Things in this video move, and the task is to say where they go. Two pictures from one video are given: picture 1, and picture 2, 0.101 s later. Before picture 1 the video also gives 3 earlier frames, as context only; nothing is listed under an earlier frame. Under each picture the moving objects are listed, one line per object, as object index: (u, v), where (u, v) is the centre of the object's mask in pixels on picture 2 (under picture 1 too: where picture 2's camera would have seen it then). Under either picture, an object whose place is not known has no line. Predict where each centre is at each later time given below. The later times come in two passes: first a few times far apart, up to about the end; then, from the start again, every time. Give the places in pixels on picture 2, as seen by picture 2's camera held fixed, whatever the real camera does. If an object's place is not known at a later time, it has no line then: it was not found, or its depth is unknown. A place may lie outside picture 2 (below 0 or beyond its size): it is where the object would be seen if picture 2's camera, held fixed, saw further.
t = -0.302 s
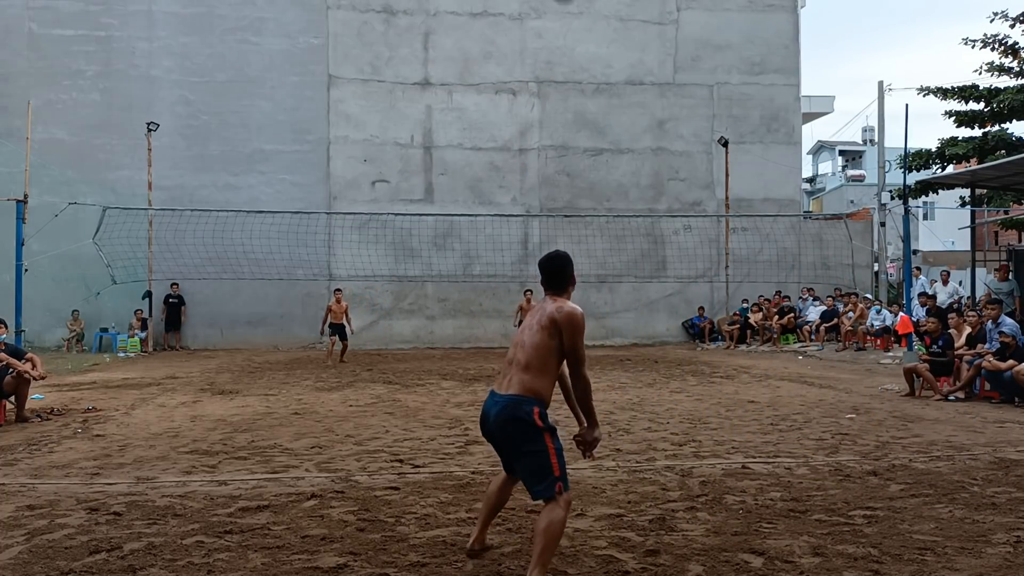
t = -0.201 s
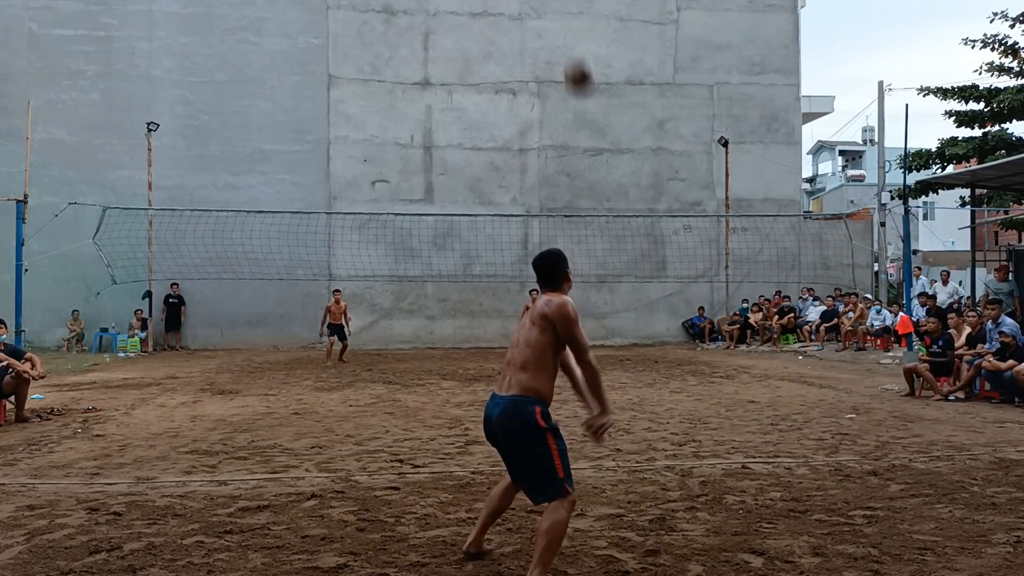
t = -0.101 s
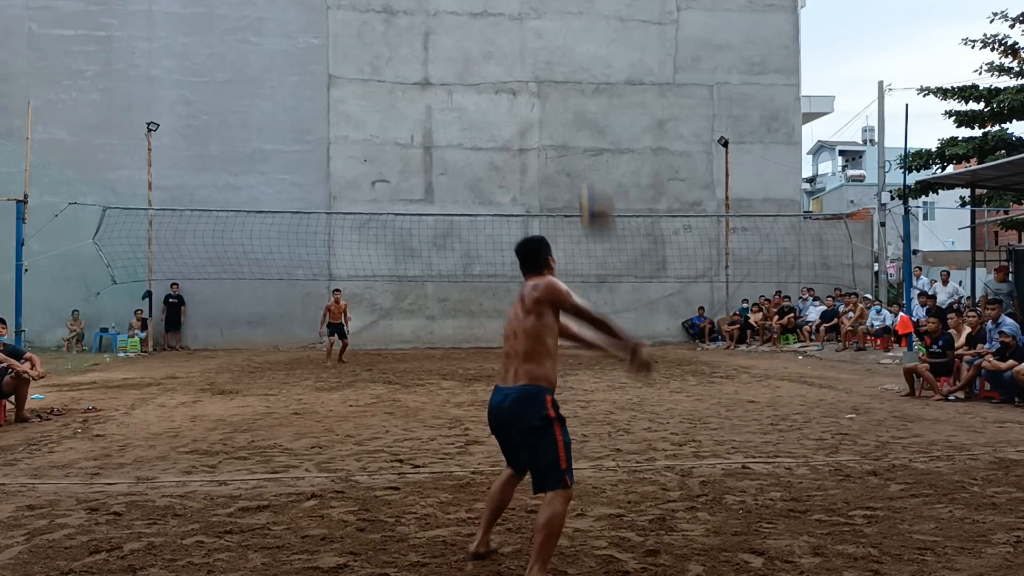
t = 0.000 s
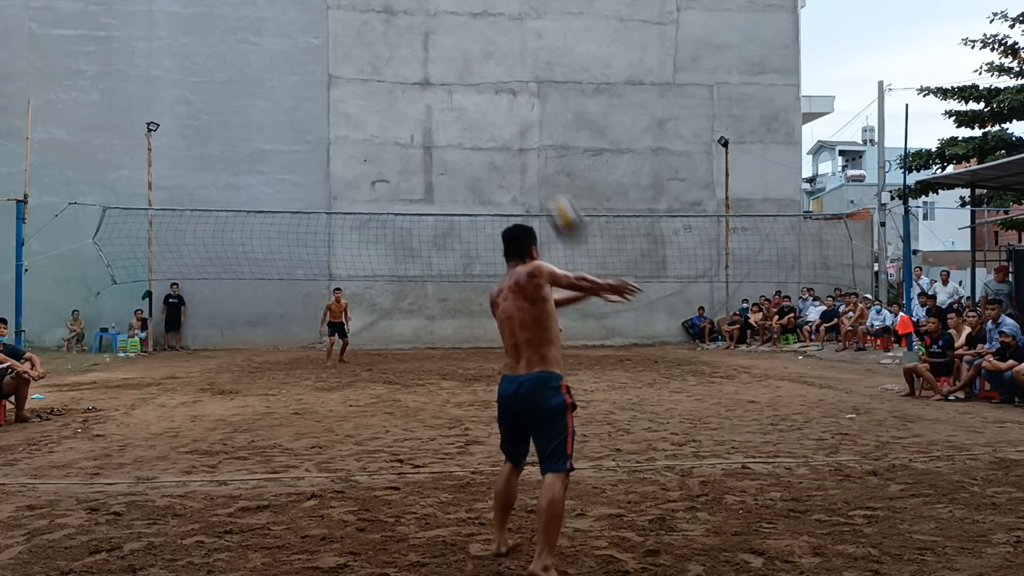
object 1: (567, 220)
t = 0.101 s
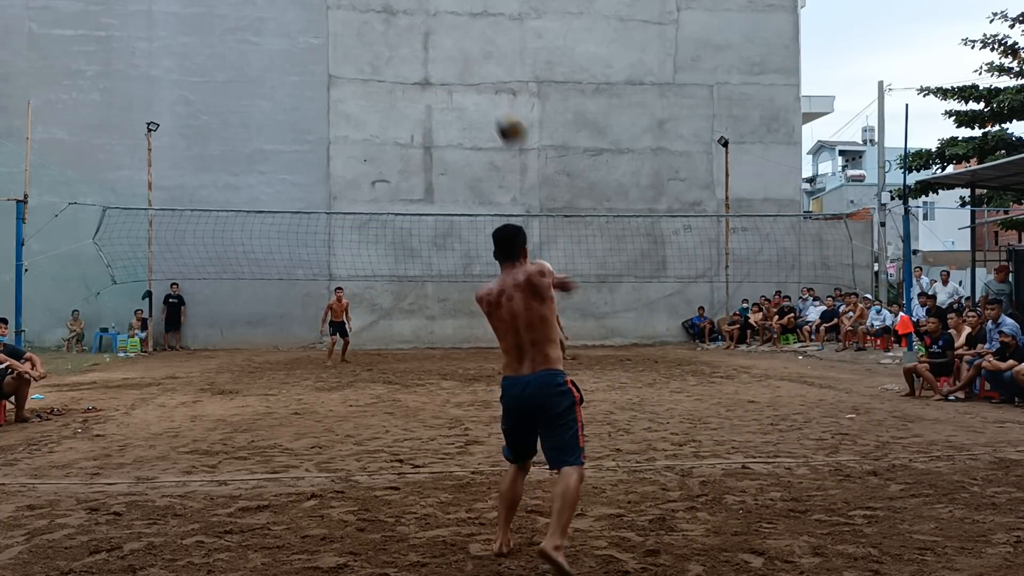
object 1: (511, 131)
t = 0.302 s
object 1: (443, 44)
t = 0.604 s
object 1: (395, 35)
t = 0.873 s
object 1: (374, 76)
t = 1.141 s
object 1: (364, 145)
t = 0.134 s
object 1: (497, 108)
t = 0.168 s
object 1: (484, 89)
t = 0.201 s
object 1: (471, 74)
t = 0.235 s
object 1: (460, 61)
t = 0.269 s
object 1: (451, 51)
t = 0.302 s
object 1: (443, 44)
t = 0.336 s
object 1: (435, 38)
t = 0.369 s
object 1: (429, 33)
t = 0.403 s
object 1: (422, 30)
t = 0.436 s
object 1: (417, 29)
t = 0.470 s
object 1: (412, 28)
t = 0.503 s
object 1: (407, 28)
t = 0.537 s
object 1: (402, 30)
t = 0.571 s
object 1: (398, 32)
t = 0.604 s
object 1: (395, 35)
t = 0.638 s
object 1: (392, 38)
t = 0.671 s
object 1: (388, 42)
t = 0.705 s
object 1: (385, 47)
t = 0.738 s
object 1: (383, 52)
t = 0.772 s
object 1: (381, 58)
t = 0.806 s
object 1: (378, 64)
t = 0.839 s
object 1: (376, 70)
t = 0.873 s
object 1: (374, 76)
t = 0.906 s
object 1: (373, 84)
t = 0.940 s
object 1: (371, 92)
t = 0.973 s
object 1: (370, 100)
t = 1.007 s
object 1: (369, 108)
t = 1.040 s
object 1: (368, 116)
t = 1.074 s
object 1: (366, 125)
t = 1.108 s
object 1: (366, 135)
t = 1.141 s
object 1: (364, 145)
